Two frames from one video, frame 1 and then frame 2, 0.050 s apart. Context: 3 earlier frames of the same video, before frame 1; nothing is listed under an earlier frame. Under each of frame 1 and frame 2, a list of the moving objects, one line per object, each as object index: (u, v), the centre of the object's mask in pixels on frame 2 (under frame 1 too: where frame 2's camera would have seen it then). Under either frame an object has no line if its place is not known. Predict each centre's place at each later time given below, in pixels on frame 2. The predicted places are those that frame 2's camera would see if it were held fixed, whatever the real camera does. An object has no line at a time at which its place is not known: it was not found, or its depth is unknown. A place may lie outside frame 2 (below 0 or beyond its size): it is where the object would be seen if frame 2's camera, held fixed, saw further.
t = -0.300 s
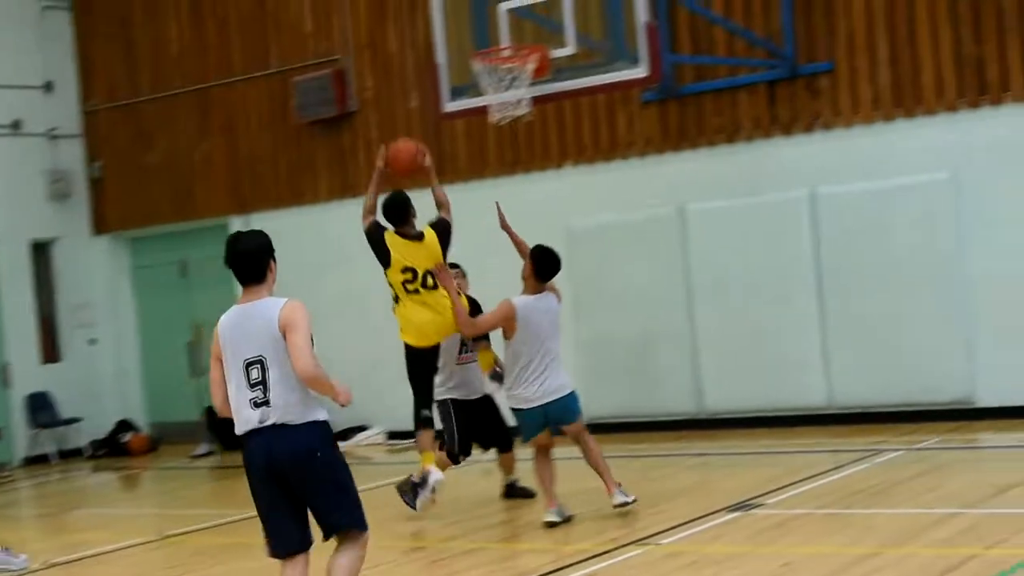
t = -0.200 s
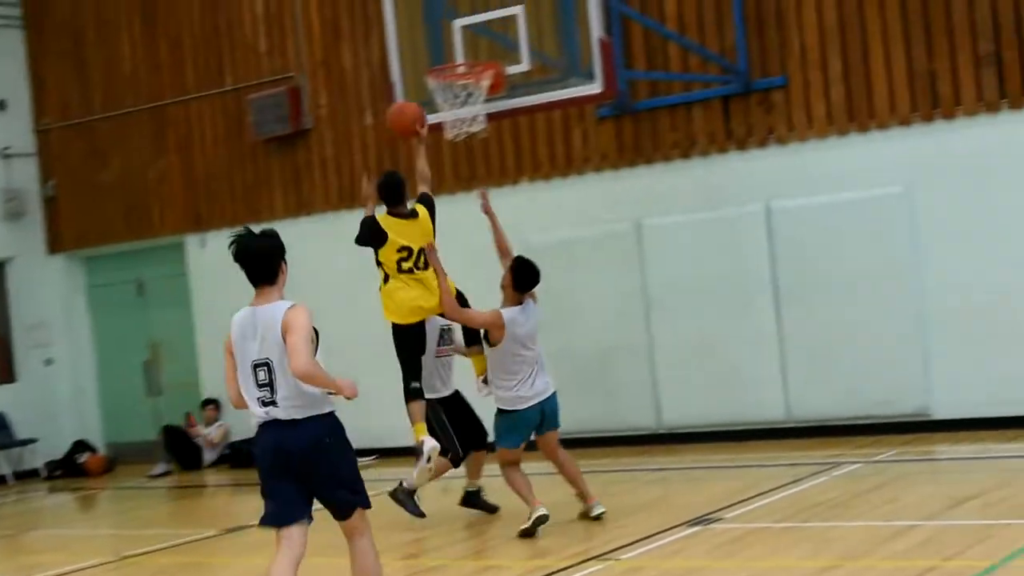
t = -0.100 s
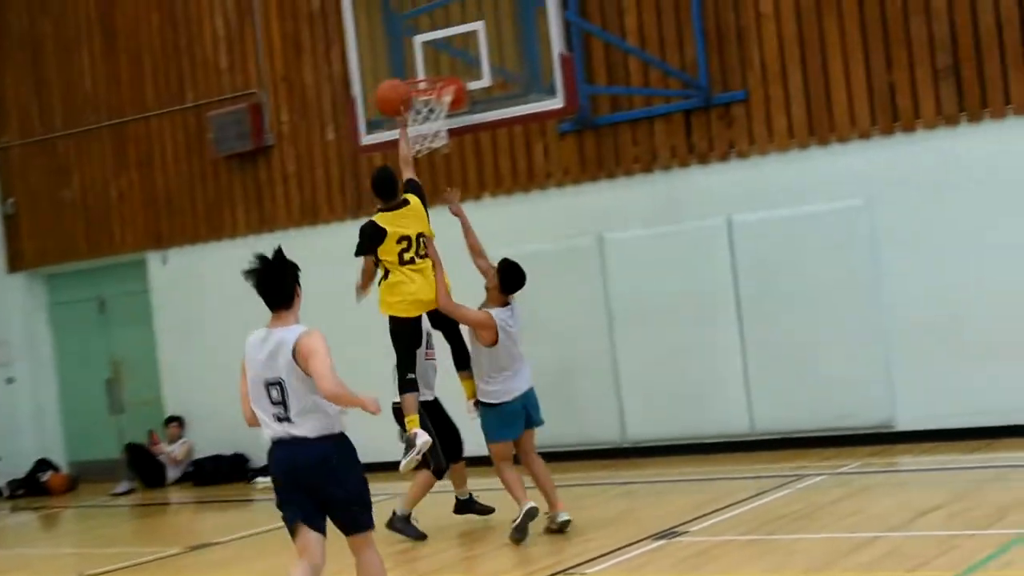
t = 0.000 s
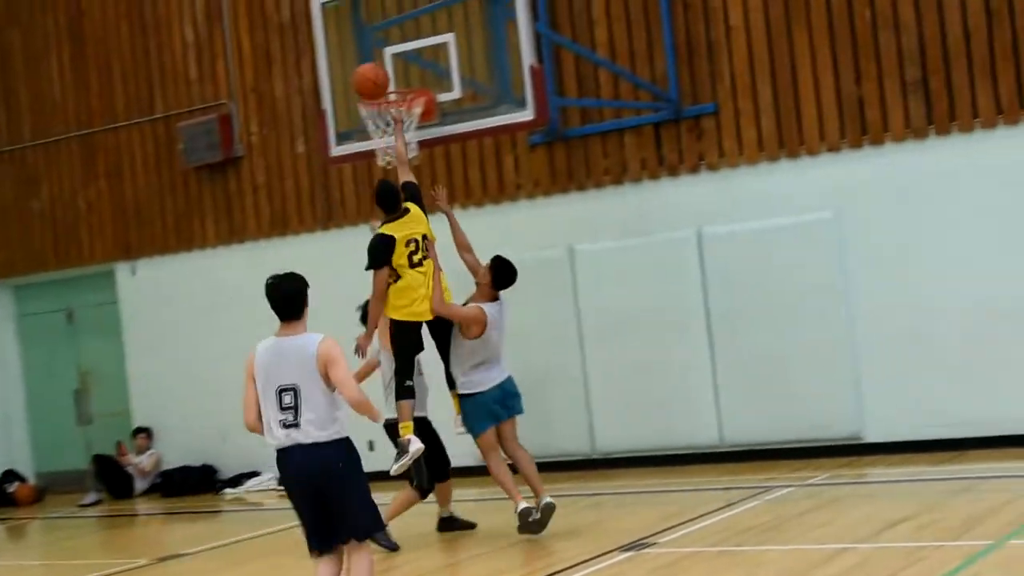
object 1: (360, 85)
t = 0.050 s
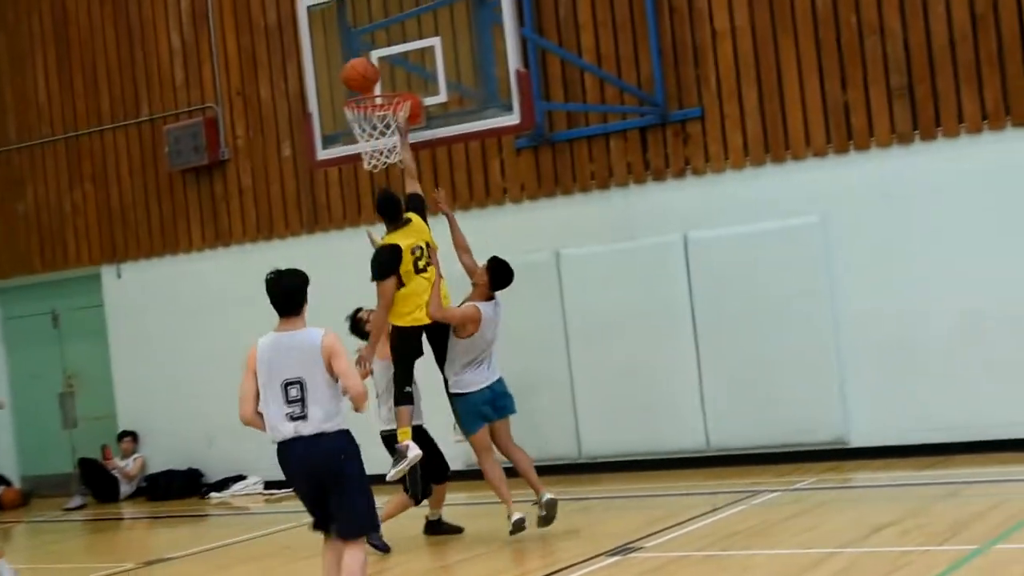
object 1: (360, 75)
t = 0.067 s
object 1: (360, 73)
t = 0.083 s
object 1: (359, 73)
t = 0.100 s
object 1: (360, 71)
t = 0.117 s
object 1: (360, 71)
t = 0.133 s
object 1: (361, 71)
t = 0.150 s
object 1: (362, 71)
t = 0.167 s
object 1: (363, 70)
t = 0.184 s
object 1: (364, 72)
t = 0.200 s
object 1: (365, 73)
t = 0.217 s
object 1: (366, 74)
